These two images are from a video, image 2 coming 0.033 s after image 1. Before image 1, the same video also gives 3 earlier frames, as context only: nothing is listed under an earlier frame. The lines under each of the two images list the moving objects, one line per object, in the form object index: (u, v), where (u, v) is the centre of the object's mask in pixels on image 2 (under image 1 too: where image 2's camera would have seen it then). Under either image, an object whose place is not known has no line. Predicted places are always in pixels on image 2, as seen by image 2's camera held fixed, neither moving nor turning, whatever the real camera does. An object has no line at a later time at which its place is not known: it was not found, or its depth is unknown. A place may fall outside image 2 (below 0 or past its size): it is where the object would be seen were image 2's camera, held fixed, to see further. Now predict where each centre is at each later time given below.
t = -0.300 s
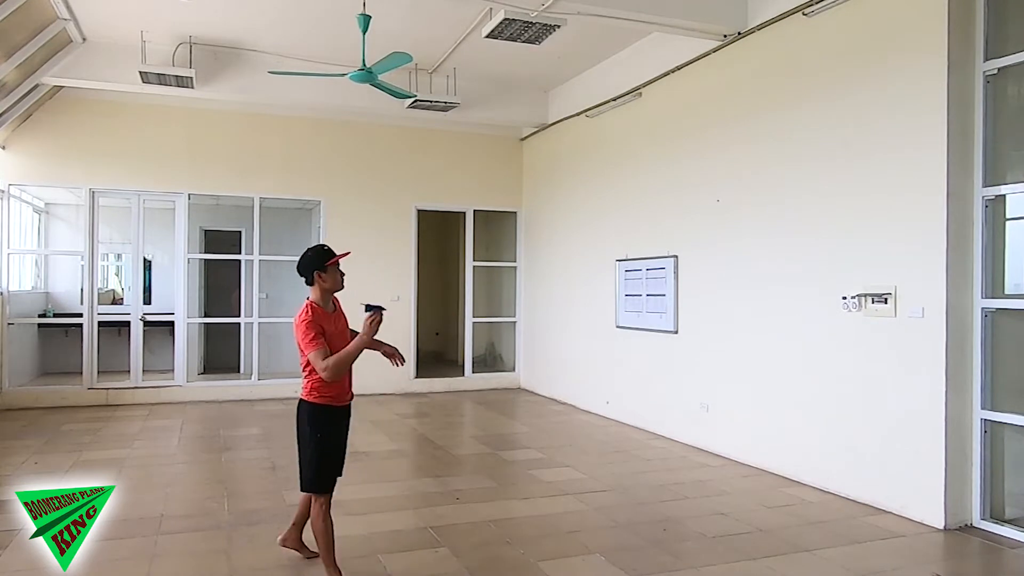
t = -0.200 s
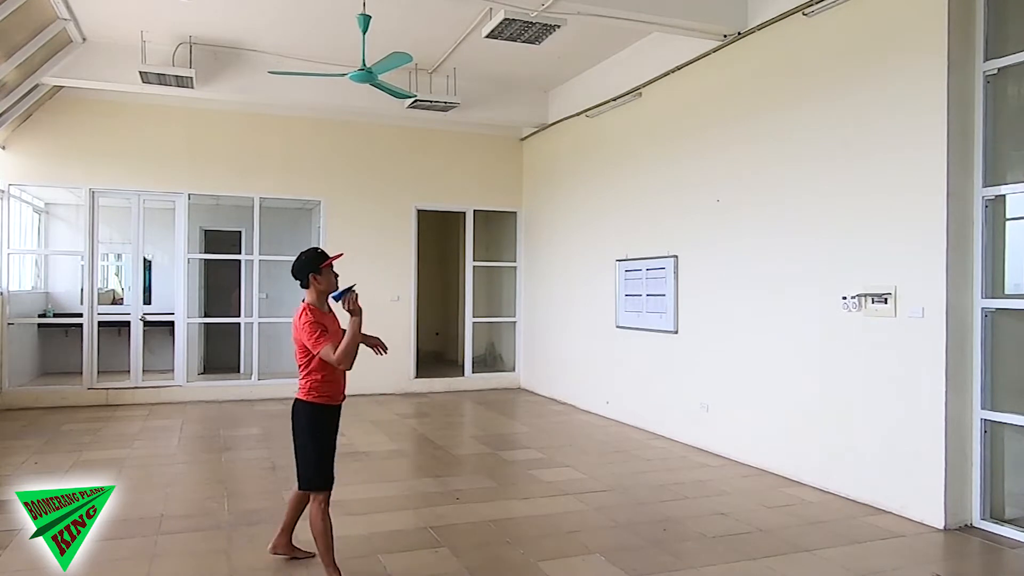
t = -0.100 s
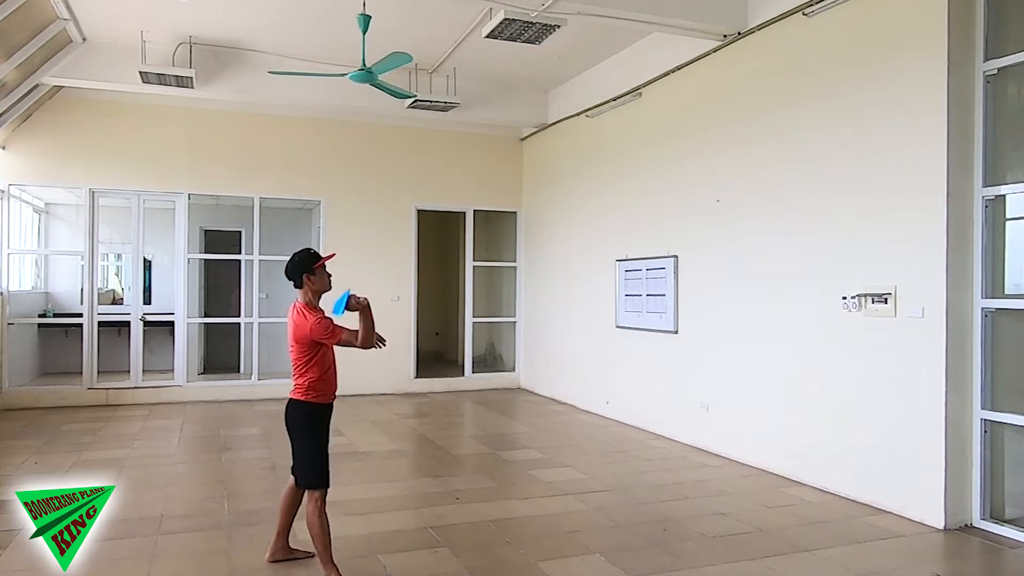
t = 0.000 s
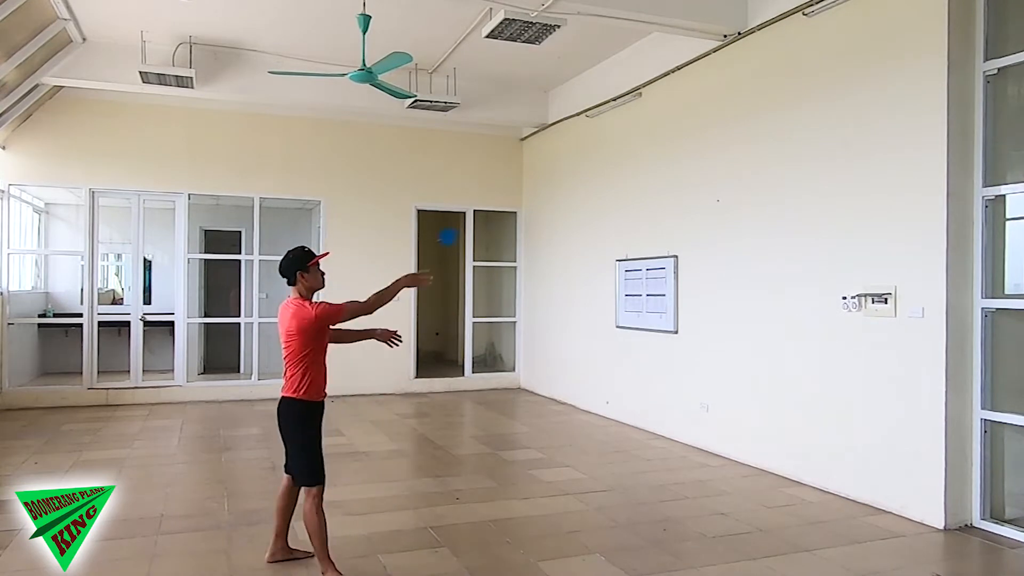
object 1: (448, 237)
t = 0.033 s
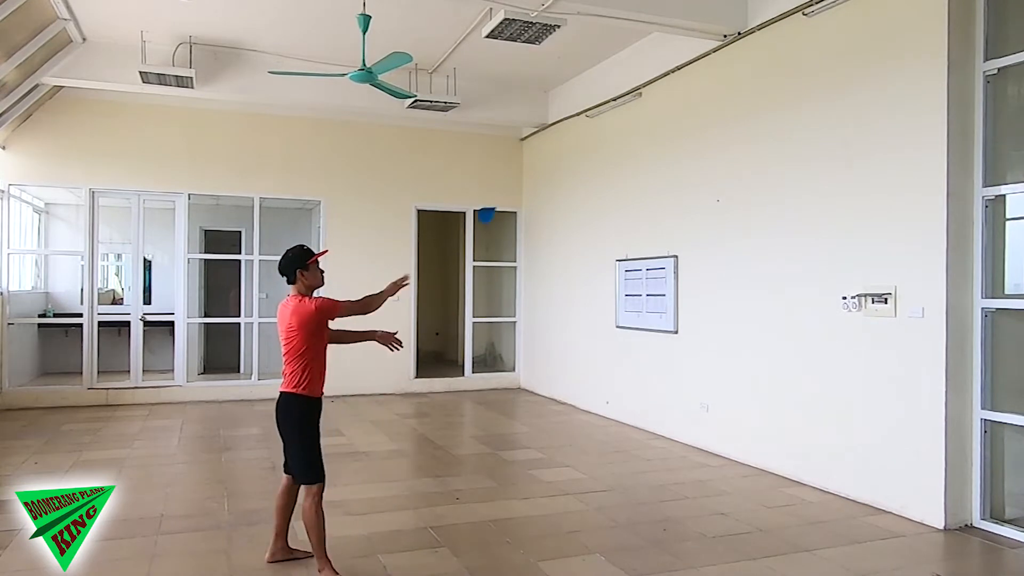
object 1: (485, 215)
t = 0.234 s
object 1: (698, 109)
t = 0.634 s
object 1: (998, 146)
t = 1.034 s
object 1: (700, 504)
